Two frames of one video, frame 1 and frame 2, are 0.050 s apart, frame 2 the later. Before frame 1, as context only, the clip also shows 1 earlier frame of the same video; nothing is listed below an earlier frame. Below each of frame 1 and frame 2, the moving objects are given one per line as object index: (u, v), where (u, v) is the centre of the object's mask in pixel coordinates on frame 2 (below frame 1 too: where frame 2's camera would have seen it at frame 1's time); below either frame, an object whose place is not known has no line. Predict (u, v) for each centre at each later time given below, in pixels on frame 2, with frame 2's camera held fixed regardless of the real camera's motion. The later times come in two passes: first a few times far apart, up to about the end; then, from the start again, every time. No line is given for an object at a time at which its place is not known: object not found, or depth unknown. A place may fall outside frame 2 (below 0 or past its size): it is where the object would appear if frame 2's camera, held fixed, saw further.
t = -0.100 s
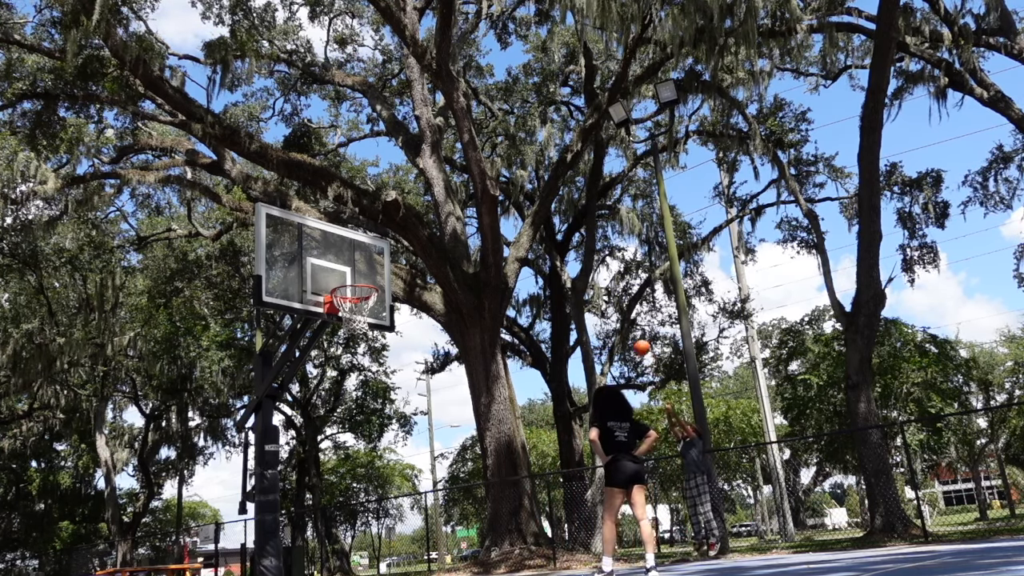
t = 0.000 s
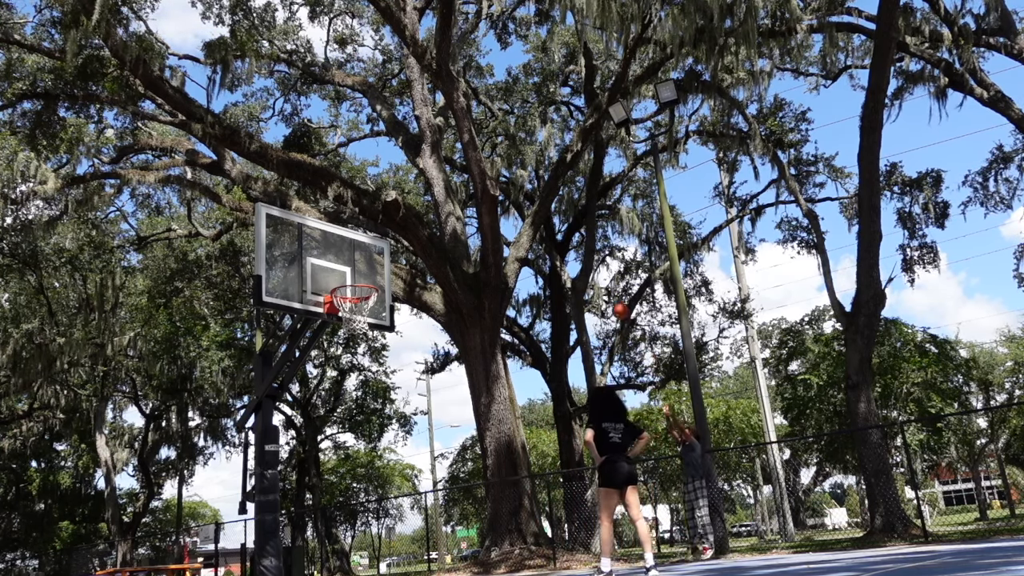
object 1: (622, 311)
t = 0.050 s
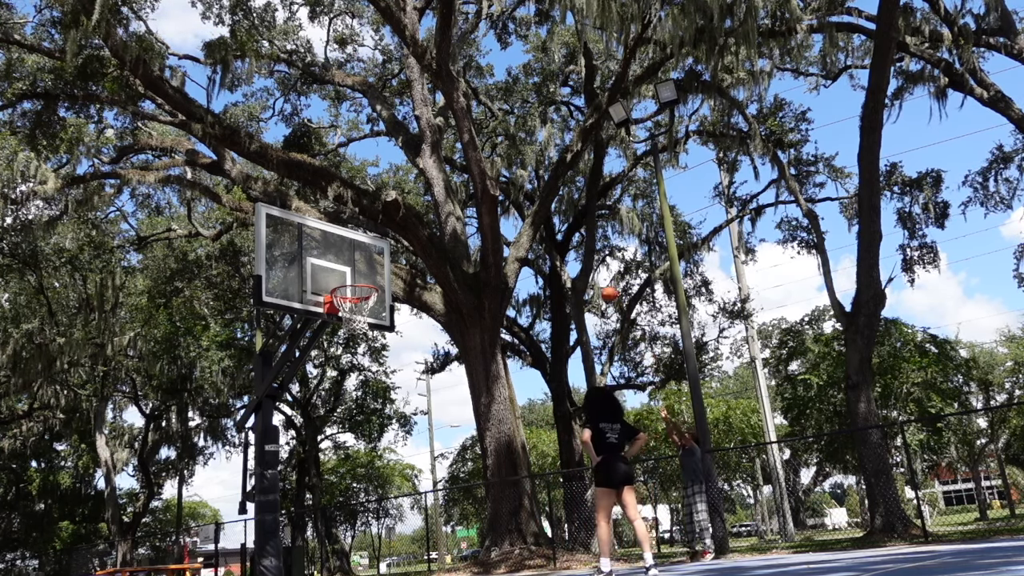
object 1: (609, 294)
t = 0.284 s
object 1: (560, 235)
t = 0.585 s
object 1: (496, 204)
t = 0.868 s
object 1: (431, 235)
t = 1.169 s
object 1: (391, 350)
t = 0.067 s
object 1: (606, 288)
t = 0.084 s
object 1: (603, 283)
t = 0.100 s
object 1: (599, 279)
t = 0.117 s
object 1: (595, 273)
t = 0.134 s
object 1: (591, 269)
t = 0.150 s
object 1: (589, 264)
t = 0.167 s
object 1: (585, 261)
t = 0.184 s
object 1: (581, 256)
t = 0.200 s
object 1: (578, 252)
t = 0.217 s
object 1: (574, 248)
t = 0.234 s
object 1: (570, 245)
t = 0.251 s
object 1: (567, 241)
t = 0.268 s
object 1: (564, 238)
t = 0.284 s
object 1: (560, 235)
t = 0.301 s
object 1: (556, 232)
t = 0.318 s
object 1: (552, 228)
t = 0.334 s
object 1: (549, 226)
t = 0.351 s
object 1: (546, 223)
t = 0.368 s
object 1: (543, 221)
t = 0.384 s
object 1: (539, 218)
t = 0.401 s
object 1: (535, 215)
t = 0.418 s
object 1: (532, 214)
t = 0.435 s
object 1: (529, 212)
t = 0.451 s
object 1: (525, 210)
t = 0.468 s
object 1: (522, 209)
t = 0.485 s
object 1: (519, 208)
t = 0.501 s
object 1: (515, 207)
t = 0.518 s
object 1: (511, 206)
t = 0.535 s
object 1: (507, 205)
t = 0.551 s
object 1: (503, 204)
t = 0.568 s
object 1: (499, 204)
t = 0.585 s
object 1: (496, 204)
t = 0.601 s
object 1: (492, 204)
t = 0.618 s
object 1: (489, 204)
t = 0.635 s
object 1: (486, 205)
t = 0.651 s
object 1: (482, 206)
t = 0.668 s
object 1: (477, 207)
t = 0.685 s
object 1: (474, 208)
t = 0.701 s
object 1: (469, 208)
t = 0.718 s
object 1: (466, 210)
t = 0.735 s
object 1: (462, 212)
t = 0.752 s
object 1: (458, 214)
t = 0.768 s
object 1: (454, 216)
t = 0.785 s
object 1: (451, 218)
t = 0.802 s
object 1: (447, 221)
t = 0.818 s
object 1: (444, 224)
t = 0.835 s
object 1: (438, 228)
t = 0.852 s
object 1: (435, 231)
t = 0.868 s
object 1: (431, 235)
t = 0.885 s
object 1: (427, 239)
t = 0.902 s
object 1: (423, 243)
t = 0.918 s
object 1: (419, 247)
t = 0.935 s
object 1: (415, 252)
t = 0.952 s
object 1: (411, 257)
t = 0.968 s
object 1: (406, 263)
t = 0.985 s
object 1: (402, 269)
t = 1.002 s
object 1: (398, 274)
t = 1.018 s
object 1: (393, 281)
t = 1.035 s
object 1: (388, 288)
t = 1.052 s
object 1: (386, 294)
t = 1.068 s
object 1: (383, 302)
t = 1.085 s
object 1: (383, 309)
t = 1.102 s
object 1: (384, 317)
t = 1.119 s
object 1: (386, 324)
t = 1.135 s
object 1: (388, 332)
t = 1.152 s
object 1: (389, 341)
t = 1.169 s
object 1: (391, 350)
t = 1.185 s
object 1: (393, 359)
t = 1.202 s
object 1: (395, 369)
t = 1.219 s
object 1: (397, 379)
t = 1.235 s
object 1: (399, 388)
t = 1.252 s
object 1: (401, 398)
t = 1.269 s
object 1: (402, 409)
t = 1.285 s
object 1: (405, 419)
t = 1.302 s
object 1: (406, 431)
